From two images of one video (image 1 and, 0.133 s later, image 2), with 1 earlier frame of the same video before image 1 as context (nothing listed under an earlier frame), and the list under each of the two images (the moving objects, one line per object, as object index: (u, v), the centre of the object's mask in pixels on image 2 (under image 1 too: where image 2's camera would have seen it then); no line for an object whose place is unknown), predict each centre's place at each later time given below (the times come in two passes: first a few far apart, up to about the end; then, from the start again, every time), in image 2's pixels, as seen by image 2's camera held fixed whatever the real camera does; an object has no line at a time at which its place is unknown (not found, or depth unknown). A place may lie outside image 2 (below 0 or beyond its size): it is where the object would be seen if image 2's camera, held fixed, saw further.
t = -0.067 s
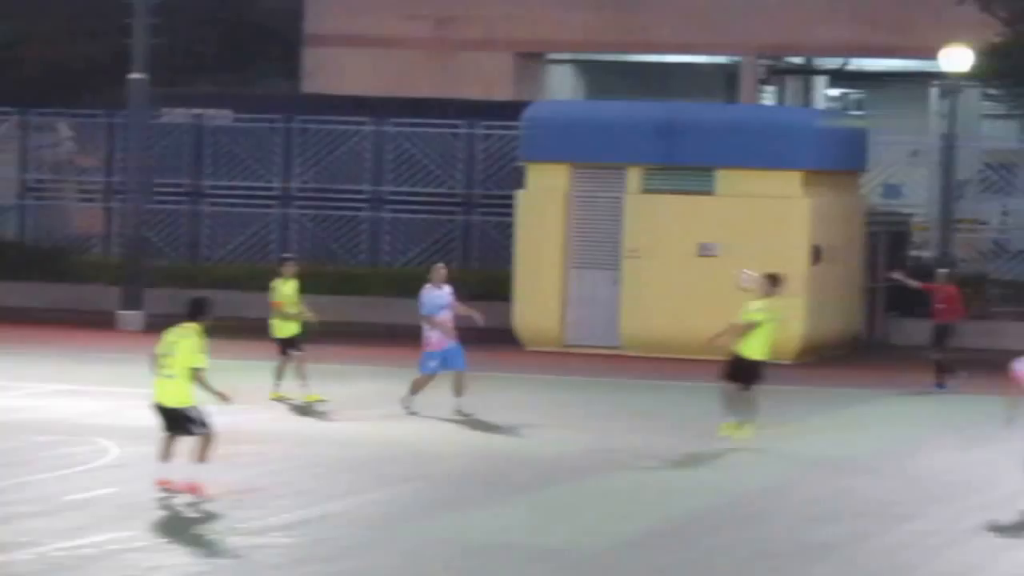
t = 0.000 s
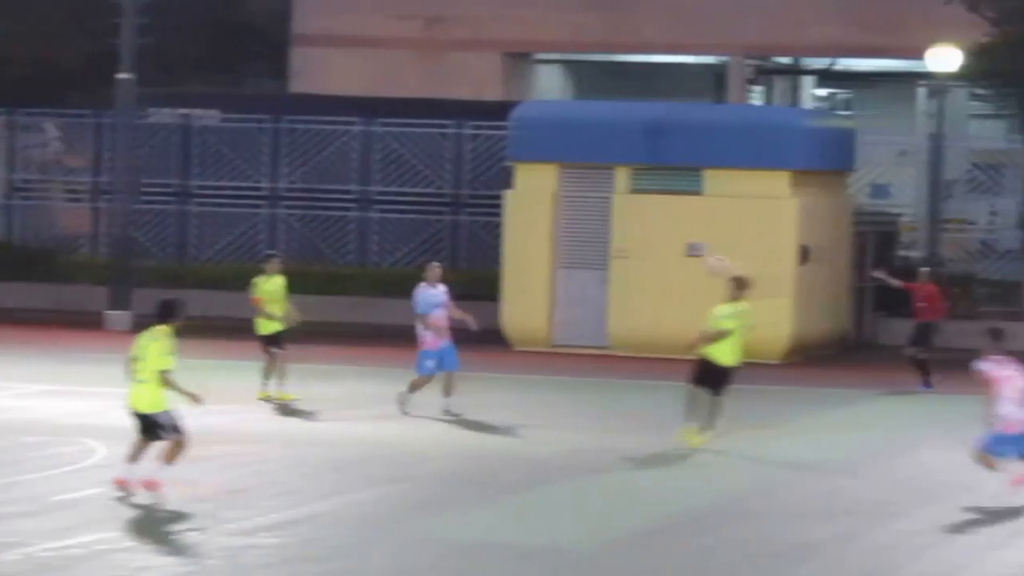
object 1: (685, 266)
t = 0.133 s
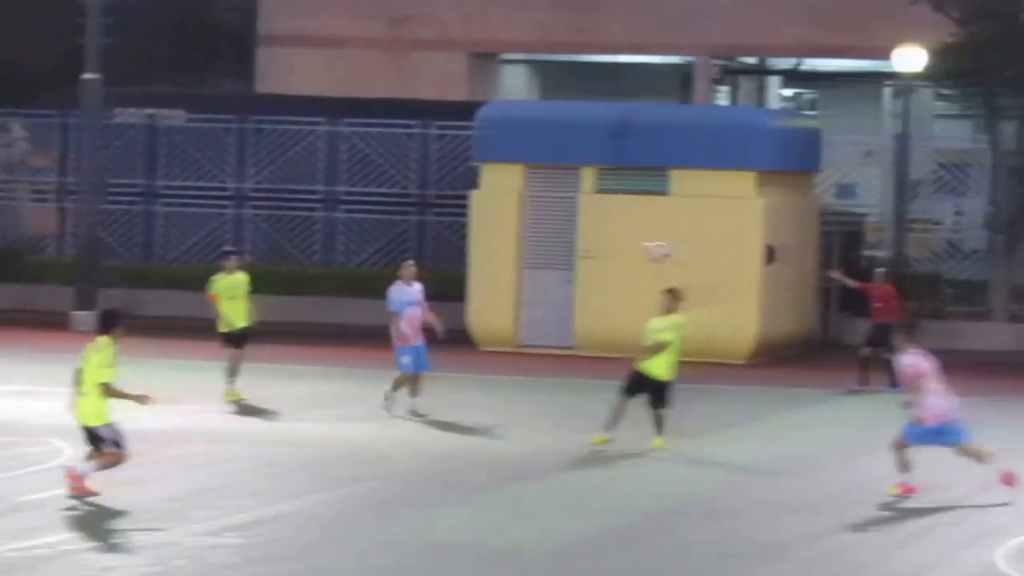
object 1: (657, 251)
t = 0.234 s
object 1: (633, 247)
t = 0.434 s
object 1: (569, 267)
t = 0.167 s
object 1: (647, 248)
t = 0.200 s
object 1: (638, 247)
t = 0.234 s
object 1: (633, 247)
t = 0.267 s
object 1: (619, 247)
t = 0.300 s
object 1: (609, 249)
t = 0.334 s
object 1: (598, 252)
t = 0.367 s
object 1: (590, 256)
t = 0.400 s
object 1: (579, 261)
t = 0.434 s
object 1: (569, 267)
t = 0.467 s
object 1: (560, 273)
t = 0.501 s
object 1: (549, 282)
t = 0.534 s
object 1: (539, 292)
